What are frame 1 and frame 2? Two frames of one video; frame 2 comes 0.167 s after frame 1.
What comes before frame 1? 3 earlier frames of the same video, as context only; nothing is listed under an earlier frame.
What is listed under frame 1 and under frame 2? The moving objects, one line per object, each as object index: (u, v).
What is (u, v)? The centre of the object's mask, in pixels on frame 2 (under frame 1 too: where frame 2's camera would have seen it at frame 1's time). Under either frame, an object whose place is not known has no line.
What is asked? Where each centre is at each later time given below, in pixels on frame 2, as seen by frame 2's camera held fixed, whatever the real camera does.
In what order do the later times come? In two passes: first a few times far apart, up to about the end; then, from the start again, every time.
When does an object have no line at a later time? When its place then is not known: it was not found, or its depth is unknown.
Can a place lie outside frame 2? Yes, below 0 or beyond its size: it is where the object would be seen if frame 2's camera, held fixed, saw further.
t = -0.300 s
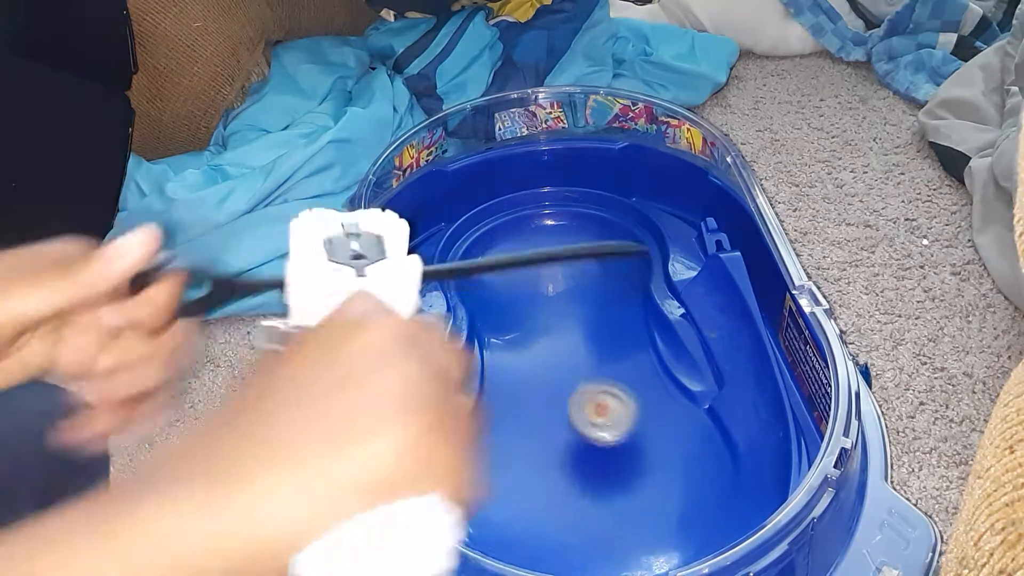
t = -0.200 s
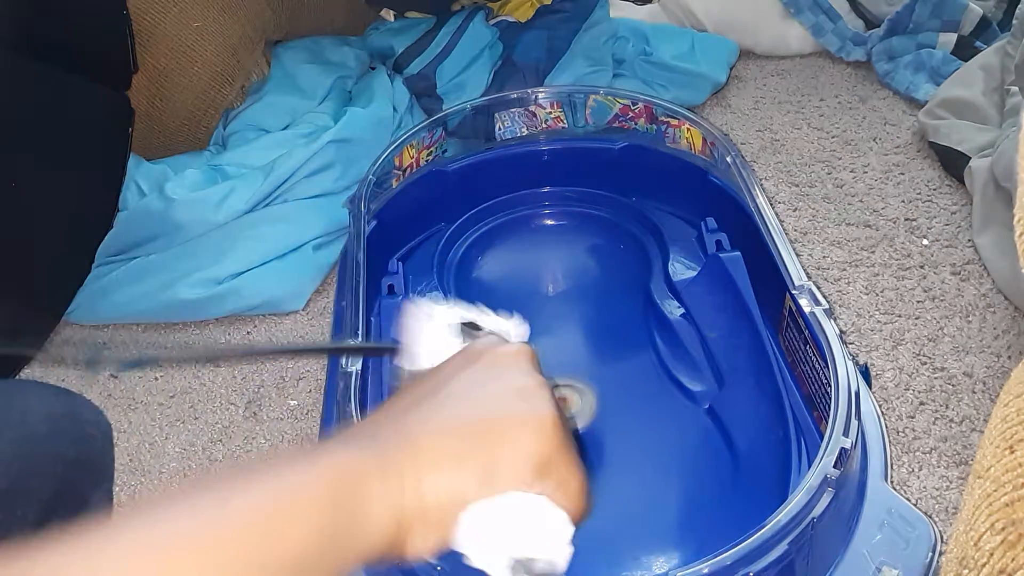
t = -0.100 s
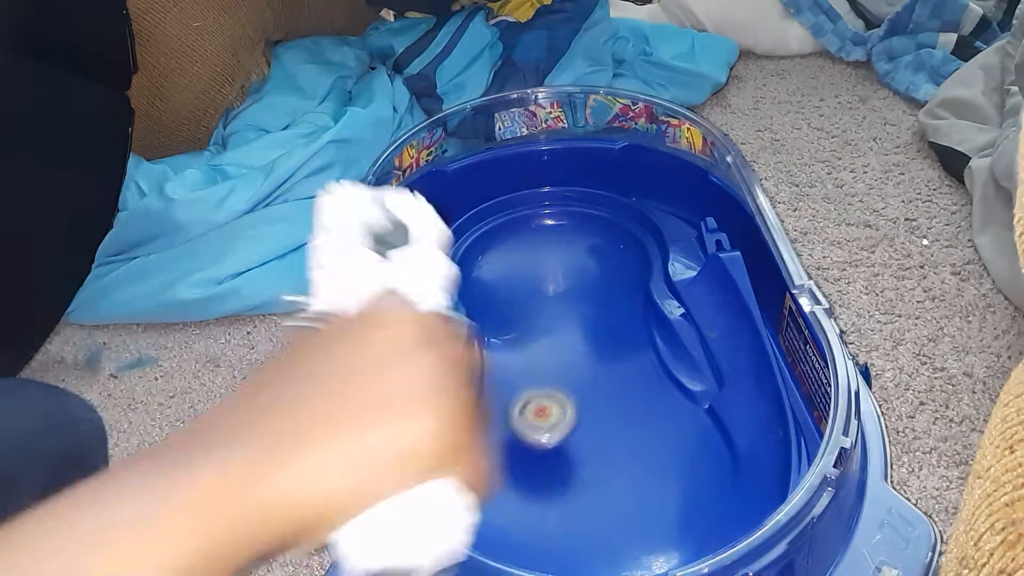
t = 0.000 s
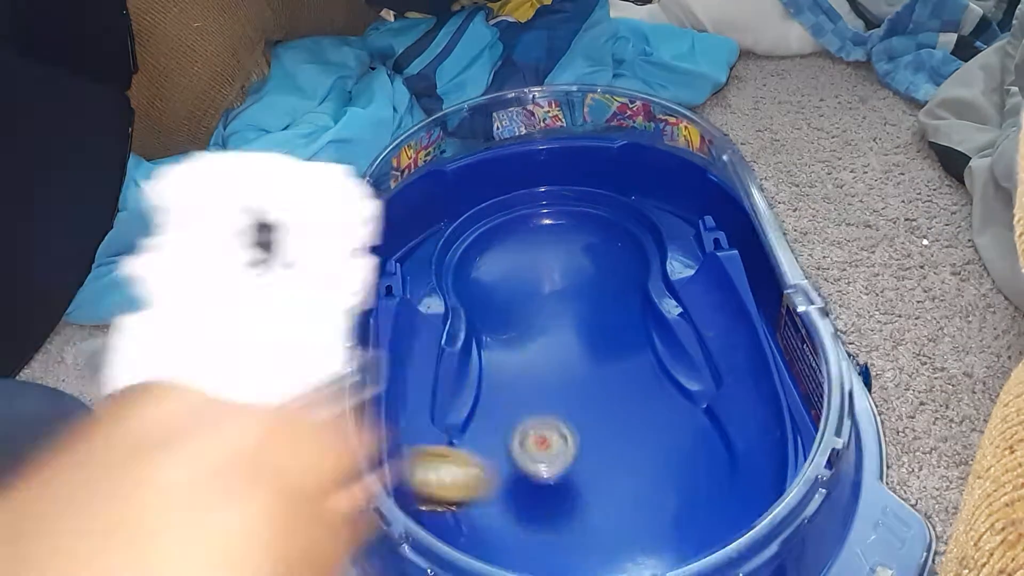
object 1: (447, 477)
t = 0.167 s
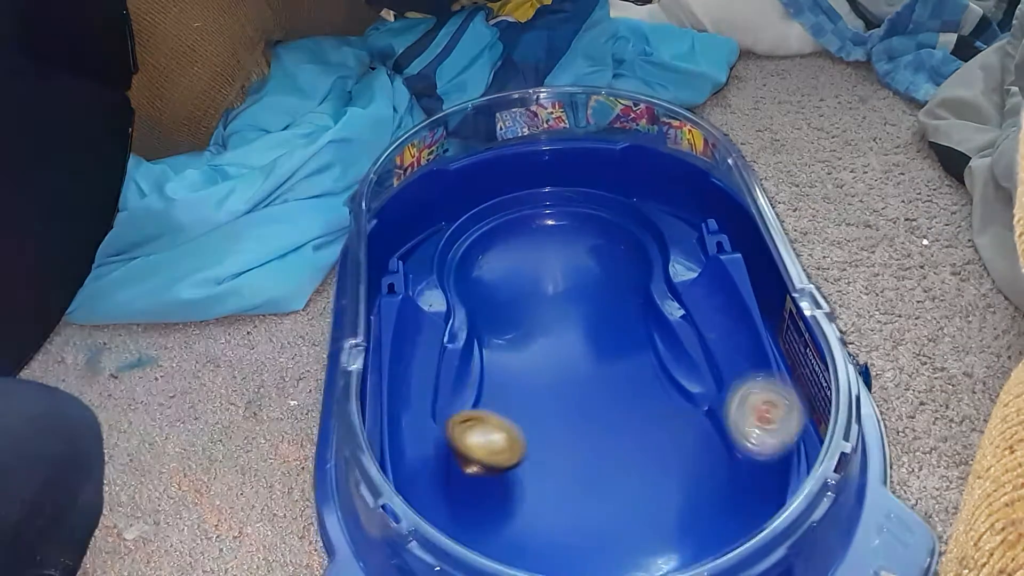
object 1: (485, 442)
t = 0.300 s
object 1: (558, 422)
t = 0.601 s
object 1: (563, 243)
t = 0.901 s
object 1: (457, 192)
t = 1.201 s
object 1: (415, 217)
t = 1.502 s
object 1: (427, 209)
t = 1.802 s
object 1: (432, 206)
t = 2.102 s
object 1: (439, 203)
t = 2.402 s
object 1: (433, 205)
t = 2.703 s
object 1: (437, 203)
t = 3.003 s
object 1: (438, 206)
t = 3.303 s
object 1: (438, 206)
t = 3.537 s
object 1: (438, 206)
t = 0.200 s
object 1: (499, 437)
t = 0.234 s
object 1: (516, 432)
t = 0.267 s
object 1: (536, 427)
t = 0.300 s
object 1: (558, 422)
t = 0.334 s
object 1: (579, 418)
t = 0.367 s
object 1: (602, 414)
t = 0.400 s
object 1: (620, 410)
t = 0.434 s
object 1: (622, 382)
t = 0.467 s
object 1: (611, 344)
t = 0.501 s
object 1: (600, 317)
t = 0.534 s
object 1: (589, 292)
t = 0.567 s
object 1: (575, 267)
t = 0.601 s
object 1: (563, 243)
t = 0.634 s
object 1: (549, 212)
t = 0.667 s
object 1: (533, 186)
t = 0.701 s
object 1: (518, 168)
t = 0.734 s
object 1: (505, 162)
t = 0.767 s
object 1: (495, 175)
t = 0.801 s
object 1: (481, 177)
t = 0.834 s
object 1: (472, 182)
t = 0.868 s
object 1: (464, 187)
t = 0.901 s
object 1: (457, 192)
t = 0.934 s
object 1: (448, 195)
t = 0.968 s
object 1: (438, 200)
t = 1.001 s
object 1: (427, 207)
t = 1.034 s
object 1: (421, 214)
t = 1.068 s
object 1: (416, 218)
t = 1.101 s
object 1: (412, 223)
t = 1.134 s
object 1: (411, 224)
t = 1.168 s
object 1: (412, 222)
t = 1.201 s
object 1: (415, 217)
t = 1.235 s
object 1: (419, 214)
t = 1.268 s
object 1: (423, 212)
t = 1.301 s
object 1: (427, 210)
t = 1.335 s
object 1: (428, 207)
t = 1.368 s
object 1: (430, 206)
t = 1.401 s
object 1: (430, 207)
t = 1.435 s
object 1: (428, 205)
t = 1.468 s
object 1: (428, 208)
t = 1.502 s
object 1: (427, 209)
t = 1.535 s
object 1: (426, 210)
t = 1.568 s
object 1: (427, 207)
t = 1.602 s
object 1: (428, 208)
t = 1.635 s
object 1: (430, 206)
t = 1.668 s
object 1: (432, 204)
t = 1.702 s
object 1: (433, 205)
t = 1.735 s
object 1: (433, 205)
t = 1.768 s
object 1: (433, 205)
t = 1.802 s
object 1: (432, 206)
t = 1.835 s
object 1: (432, 205)
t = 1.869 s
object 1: (432, 206)
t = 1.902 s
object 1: (434, 204)
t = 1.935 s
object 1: (436, 204)
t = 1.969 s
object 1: (438, 202)
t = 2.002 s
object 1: (438, 201)
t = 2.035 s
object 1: (439, 202)
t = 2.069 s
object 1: (439, 202)
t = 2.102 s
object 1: (439, 203)
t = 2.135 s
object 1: (438, 203)
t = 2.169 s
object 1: (437, 203)
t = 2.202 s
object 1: (437, 203)
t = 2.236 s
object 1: (439, 201)
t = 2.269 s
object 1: (440, 201)
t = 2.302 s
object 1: (440, 201)
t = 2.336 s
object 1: (437, 203)
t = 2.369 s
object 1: (435, 204)
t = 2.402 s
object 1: (433, 205)
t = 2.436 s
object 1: (432, 205)
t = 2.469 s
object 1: (433, 205)
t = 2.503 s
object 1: (434, 204)
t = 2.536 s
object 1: (436, 204)
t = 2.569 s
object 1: (435, 204)
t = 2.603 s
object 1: (436, 203)
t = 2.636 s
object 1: (434, 204)
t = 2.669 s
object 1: (436, 203)
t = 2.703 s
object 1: (437, 203)
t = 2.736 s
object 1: (439, 203)
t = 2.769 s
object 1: (440, 203)
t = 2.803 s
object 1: (439, 203)
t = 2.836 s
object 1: (438, 205)
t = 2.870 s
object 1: (439, 205)
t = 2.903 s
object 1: (438, 205)
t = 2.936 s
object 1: (438, 205)
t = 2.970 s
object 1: (438, 206)
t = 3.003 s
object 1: (438, 206)
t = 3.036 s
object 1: (438, 206)
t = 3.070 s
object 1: (438, 206)
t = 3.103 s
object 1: (438, 206)
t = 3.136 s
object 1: (438, 206)
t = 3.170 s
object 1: (438, 206)
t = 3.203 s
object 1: (438, 206)
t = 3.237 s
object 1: (438, 206)
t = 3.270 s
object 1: (438, 206)
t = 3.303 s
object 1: (438, 206)
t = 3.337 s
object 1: (438, 206)
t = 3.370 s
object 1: (438, 206)
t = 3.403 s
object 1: (438, 206)
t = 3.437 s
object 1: (438, 206)
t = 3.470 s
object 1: (438, 206)
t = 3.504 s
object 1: (438, 206)
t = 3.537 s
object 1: (438, 206)
